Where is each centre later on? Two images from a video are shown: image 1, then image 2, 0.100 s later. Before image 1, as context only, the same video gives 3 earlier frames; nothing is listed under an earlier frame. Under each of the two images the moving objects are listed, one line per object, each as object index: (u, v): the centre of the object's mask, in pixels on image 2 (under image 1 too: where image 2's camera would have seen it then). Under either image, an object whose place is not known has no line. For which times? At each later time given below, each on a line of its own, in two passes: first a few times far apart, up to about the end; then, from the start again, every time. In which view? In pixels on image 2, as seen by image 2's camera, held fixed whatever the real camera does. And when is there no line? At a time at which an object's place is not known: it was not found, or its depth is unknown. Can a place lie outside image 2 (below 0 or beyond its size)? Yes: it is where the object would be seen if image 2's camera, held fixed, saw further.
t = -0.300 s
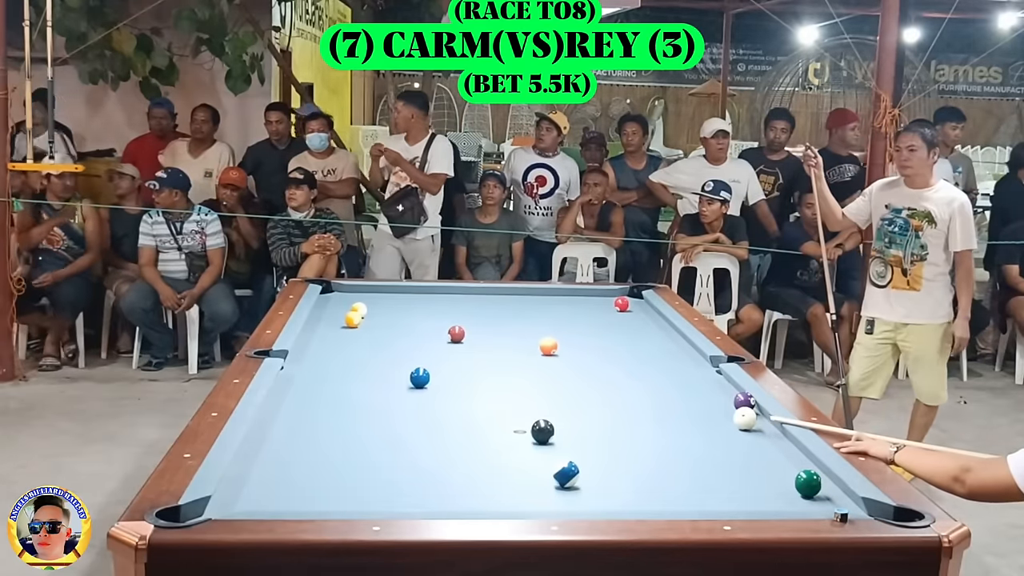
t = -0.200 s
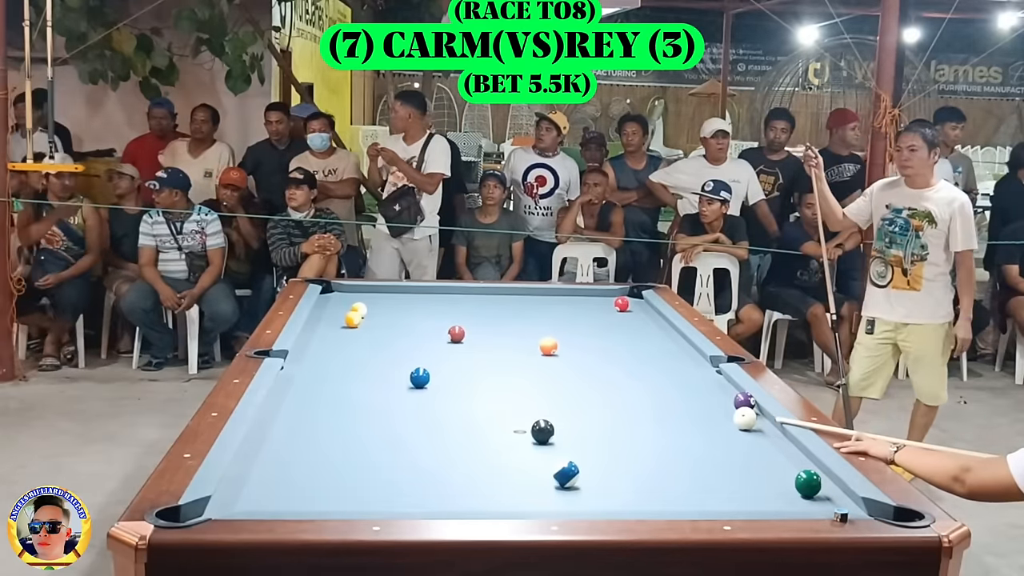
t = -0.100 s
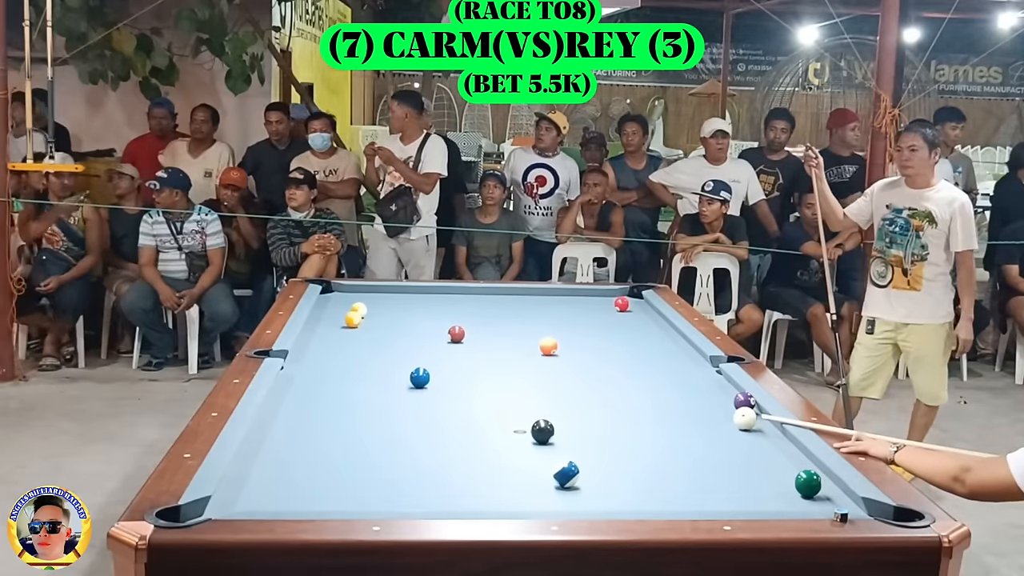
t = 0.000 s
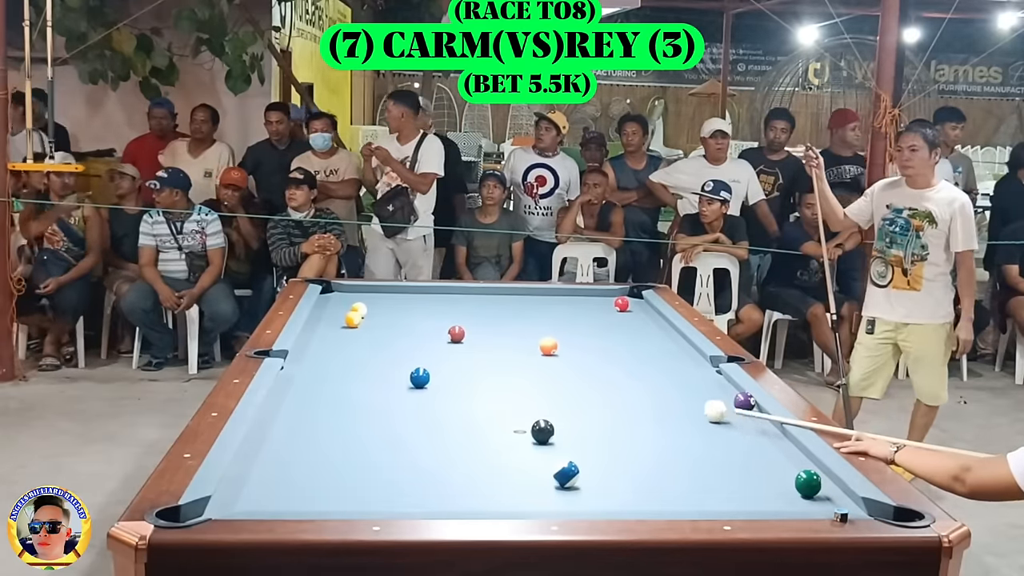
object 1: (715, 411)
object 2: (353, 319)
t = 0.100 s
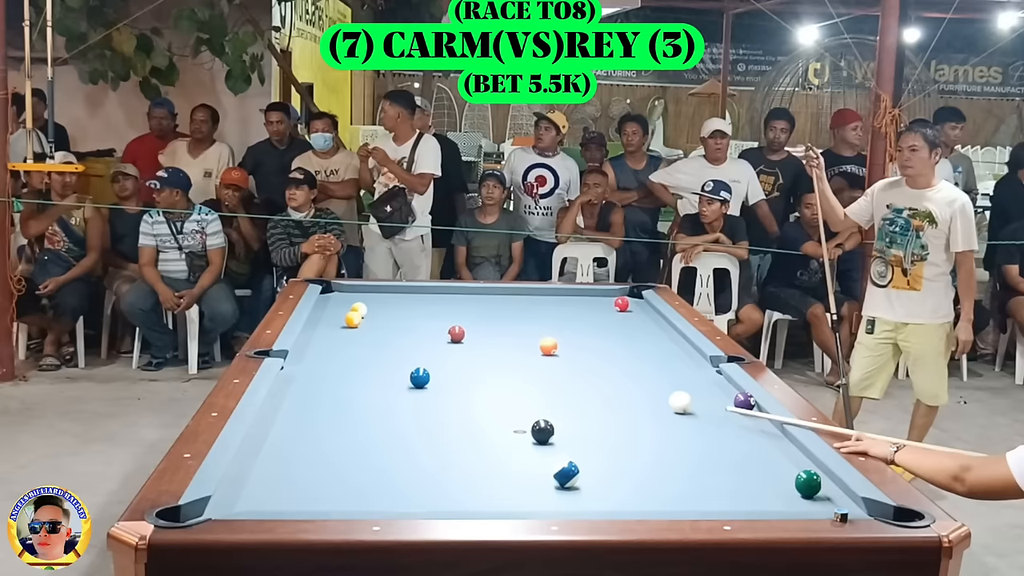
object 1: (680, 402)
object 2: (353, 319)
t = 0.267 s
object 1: (627, 389)
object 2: (353, 319)
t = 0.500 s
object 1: (560, 372)
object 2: (353, 319)
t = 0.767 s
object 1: (492, 356)
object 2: (353, 319)
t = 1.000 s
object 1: (443, 343)
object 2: (353, 319)
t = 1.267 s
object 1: (389, 329)
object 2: (353, 319)
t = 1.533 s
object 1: (360, 321)
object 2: (338, 315)
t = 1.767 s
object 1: (350, 319)
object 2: (321, 310)
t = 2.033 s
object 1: (342, 317)
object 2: (337, 305)
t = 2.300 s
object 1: (333, 315)
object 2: (351, 302)
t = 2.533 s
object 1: (328, 314)
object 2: (365, 299)
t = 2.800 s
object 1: (322, 312)
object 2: (376, 298)
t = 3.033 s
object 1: (319, 311)
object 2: (386, 296)
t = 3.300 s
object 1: (320, 311)
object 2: (395, 294)
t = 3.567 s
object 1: (322, 311)
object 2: (404, 292)
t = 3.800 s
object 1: (322, 311)
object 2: (411, 291)
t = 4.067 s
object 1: (322, 311)
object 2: (418, 289)
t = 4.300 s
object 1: (322, 311)
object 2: (423, 289)
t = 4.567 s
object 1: (322, 311)
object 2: (426, 289)
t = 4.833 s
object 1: (322, 311)
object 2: (429, 290)
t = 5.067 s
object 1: (322, 311)
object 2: (429, 290)
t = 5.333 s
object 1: (322, 311)
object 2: (429, 290)
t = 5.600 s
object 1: (322, 311)
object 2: (429, 290)
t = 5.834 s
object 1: (322, 311)
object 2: (429, 290)
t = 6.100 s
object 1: (322, 310)
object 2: (429, 290)
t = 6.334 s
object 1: (322, 311)
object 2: (429, 290)
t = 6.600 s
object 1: (322, 311)
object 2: (429, 290)
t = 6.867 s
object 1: (322, 311)
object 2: (429, 290)
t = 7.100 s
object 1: (322, 311)
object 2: (429, 290)
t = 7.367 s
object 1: (322, 311)
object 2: (429, 290)
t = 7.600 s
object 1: (322, 311)
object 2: (429, 290)
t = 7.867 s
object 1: (322, 310)
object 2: (429, 289)
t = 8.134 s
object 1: (322, 311)
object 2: (429, 290)
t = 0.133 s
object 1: (670, 399)
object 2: (353, 319)
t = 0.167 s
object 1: (659, 397)
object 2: (353, 319)
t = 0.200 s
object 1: (648, 394)
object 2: (353, 319)
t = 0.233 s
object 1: (638, 391)
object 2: (353, 319)
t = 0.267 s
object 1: (627, 389)
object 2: (353, 319)
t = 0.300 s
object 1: (617, 386)
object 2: (353, 319)
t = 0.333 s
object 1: (607, 384)
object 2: (353, 319)
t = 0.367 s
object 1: (597, 381)
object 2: (353, 319)
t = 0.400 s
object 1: (587, 379)
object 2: (353, 319)
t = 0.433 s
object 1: (578, 377)
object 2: (353, 319)
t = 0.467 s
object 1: (569, 374)
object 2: (353, 319)
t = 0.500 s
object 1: (560, 372)
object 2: (353, 319)
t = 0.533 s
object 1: (550, 369)
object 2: (353, 319)
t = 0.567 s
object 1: (542, 367)
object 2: (353, 319)
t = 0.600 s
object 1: (533, 366)
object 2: (353, 319)
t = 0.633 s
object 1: (524, 363)
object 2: (353, 319)
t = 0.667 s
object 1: (516, 361)
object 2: (353, 319)
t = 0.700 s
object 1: (508, 359)
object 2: (353, 319)
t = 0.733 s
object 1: (500, 357)
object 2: (353, 319)
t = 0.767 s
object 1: (492, 356)
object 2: (353, 319)
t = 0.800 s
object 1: (483, 354)
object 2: (353, 319)
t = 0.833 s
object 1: (476, 351)
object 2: (353, 319)
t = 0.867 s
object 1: (473, 351)
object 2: (353, 319)
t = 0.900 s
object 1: (465, 348)
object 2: (353, 319)
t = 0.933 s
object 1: (457, 346)
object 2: (353, 319)
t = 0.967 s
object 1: (450, 344)
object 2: (353, 319)
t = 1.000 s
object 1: (443, 343)
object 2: (353, 319)
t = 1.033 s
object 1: (436, 341)
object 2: (353, 319)
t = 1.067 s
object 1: (430, 339)
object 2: (353, 319)
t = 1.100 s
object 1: (422, 337)
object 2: (353, 319)
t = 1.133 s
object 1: (415, 336)
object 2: (353, 319)
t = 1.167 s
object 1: (408, 334)
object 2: (353, 319)
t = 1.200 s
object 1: (402, 332)
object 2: (353, 319)
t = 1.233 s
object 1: (396, 331)
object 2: (353, 319)
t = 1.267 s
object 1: (389, 329)
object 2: (353, 319)
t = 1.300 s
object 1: (383, 328)
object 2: (353, 319)
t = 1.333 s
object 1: (377, 326)
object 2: (353, 319)
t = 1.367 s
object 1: (371, 324)
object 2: (353, 319)
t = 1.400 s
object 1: (366, 322)
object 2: (352, 319)
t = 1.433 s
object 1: (362, 322)
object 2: (349, 318)
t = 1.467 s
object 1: (361, 322)
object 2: (345, 317)
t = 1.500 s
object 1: (359, 322)
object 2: (341, 316)
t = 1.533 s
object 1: (360, 321)
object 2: (338, 315)
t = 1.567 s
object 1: (358, 321)
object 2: (334, 314)
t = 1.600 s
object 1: (357, 321)
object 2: (331, 314)
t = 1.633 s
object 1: (355, 320)
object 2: (327, 313)
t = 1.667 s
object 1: (354, 320)
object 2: (324, 312)
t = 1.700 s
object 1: (353, 320)
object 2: (321, 311)
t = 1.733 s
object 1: (351, 320)
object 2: (319, 310)
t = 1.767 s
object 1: (350, 319)
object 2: (321, 310)
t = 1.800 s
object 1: (349, 319)
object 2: (323, 309)
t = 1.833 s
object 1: (348, 318)
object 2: (325, 309)
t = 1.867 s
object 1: (347, 318)
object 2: (327, 308)
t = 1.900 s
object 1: (346, 318)
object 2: (330, 308)
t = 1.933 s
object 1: (344, 318)
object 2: (332, 307)
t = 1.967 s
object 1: (343, 317)
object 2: (333, 306)
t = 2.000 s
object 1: (343, 317)
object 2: (335, 305)
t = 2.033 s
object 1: (342, 317)
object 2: (337, 305)
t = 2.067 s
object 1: (340, 316)
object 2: (339, 304)
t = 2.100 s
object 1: (340, 316)
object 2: (342, 303)
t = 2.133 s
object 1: (338, 316)
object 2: (344, 304)
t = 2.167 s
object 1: (337, 316)
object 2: (346, 303)
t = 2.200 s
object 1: (337, 315)
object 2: (347, 304)
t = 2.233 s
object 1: (336, 315)
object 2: (348, 303)
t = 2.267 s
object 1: (335, 315)
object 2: (350, 303)
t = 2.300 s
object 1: (333, 315)
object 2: (351, 302)
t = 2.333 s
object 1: (333, 315)
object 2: (352, 301)
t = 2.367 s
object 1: (332, 314)
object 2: (354, 301)
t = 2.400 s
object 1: (331, 314)
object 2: (357, 300)
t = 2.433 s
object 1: (330, 314)
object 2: (359, 299)
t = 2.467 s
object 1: (330, 314)
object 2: (361, 298)
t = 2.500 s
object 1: (329, 314)
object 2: (364, 299)
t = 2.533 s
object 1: (328, 314)
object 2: (365, 299)
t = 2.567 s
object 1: (328, 313)
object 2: (367, 299)
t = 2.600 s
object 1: (327, 313)
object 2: (368, 299)
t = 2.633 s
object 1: (326, 313)
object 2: (369, 299)
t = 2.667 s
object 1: (325, 313)
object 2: (371, 299)
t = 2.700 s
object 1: (324, 313)
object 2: (372, 299)
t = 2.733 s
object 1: (323, 313)
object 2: (373, 298)
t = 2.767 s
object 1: (323, 312)
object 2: (375, 298)
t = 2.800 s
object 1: (322, 312)
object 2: (376, 298)
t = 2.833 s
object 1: (322, 312)
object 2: (377, 297)
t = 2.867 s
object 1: (321, 312)
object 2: (379, 297)
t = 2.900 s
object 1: (321, 311)
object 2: (380, 297)
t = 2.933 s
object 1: (320, 311)
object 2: (382, 297)
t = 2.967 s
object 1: (320, 311)
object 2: (383, 296)
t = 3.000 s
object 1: (319, 311)
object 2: (384, 296)
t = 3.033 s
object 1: (319, 311)
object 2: (386, 296)
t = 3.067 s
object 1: (318, 311)
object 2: (387, 295)
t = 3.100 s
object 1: (319, 311)
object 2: (388, 295)
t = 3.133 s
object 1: (319, 311)
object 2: (389, 295)
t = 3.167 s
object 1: (319, 311)
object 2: (391, 295)
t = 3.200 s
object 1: (320, 311)
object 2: (392, 294)
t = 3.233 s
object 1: (320, 311)
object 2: (393, 294)
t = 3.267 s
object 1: (320, 311)
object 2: (394, 294)
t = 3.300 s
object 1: (320, 311)
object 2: (395, 294)
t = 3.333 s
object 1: (321, 311)
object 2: (397, 293)
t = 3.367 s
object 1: (321, 311)
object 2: (398, 293)
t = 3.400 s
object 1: (321, 311)
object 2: (399, 293)
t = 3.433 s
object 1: (321, 311)
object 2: (400, 293)
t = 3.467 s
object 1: (321, 311)
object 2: (401, 293)
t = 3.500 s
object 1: (321, 311)
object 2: (402, 292)
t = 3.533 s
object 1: (322, 311)
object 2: (403, 292)
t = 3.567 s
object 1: (322, 311)
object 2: (404, 292)
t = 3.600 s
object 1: (322, 311)
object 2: (405, 292)
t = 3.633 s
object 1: (322, 311)
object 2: (406, 292)
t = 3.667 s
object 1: (322, 311)
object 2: (407, 292)
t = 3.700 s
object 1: (322, 311)
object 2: (408, 291)
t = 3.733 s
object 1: (322, 311)
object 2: (409, 291)
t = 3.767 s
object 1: (322, 311)
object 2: (410, 291)
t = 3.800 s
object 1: (322, 311)
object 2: (411, 291)
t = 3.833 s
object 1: (322, 311)
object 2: (412, 291)
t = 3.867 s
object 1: (322, 311)
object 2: (413, 290)
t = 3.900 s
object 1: (322, 311)
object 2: (414, 290)
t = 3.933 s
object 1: (322, 311)
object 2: (415, 290)
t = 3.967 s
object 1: (322, 311)
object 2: (416, 290)
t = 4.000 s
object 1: (322, 311)
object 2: (417, 290)
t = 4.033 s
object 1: (322, 311)
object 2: (418, 289)
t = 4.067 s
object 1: (322, 311)
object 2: (418, 289)
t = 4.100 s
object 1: (322, 311)
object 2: (419, 289)
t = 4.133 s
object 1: (322, 311)
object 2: (420, 289)
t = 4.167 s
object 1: (322, 311)
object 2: (421, 289)
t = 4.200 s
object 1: (322, 311)
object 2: (421, 289)
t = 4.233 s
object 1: (322, 311)
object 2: (422, 289)
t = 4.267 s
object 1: (322, 311)
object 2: (422, 289)
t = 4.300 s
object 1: (322, 311)
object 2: (423, 289)
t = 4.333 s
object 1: (322, 311)
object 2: (423, 289)
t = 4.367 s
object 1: (322, 311)
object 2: (424, 289)
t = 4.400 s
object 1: (322, 311)
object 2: (424, 289)
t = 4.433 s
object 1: (322, 311)
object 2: (425, 289)
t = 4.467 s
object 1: (322, 311)
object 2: (425, 289)
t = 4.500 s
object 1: (322, 311)
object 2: (426, 289)
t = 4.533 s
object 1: (322, 311)
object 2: (426, 289)
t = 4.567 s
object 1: (322, 311)
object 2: (426, 289)
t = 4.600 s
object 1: (322, 311)
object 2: (427, 289)
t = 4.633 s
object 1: (322, 311)
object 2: (427, 289)
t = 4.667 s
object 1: (322, 311)
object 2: (427, 289)
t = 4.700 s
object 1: (322, 311)
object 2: (428, 289)
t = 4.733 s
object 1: (322, 311)
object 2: (428, 289)
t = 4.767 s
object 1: (322, 310)
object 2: (428, 290)
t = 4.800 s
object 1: (322, 311)
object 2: (428, 290)
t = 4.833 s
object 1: (322, 311)
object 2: (429, 290)
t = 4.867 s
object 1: (322, 310)
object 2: (429, 290)
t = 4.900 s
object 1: (322, 311)
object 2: (429, 290)
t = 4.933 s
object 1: (322, 310)
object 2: (429, 290)
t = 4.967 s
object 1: (322, 311)
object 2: (429, 290)
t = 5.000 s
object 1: (322, 311)
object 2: (429, 290)
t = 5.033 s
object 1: (322, 310)
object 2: (429, 290)
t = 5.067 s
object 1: (322, 311)
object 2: (429, 290)
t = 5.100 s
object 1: (322, 311)
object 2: (429, 290)
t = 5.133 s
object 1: (322, 310)
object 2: (429, 290)
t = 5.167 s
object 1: (322, 310)
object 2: (429, 290)
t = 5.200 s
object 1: (322, 311)
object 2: (429, 290)
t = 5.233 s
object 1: (322, 311)
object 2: (429, 290)
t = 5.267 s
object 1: (322, 311)
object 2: (429, 290)
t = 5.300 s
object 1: (322, 311)
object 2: (429, 290)
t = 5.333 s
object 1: (322, 311)
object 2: (429, 290)
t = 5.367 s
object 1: (322, 311)
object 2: (429, 290)
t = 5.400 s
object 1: (322, 311)
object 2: (429, 290)
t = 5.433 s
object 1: (322, 311)
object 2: (429, 290)
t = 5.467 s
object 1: (322, 311)
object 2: (429, 290)
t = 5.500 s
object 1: (322, 311)
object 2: (429, 290)
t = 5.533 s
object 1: (322, 311)
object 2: (429, 290)
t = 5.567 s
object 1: (322, 311)
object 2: (429, 290)
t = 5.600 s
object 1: (322, 311)
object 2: (429, 290)
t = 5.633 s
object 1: (322, 311)
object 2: (429, 290)
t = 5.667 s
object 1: (322, 311)
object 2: (429, 290)
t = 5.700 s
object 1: (322, 311)
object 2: (429, 290)
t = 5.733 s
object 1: (322, 311)
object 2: (429, 290)
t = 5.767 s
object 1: (322, 311)
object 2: (429, 290)
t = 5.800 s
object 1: (322, 310)
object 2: (429, 290)
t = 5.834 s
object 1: (322, 311)
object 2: (429, 290)
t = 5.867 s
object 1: (322, 311)
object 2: (429, 290)
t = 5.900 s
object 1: (322, 310)
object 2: (429, 290)
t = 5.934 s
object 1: (322, 310)
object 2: (429, 290)
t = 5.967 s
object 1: (322, 310)
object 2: (429, 290)
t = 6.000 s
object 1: (322, 310)
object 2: (429, 290)
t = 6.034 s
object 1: (322, 311)
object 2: (429, 290)
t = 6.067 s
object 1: (322, 311)
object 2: (429, 290)
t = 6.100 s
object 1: (322, 310)
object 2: (429, 290)
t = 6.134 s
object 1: (322, 311)
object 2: (429, 290)
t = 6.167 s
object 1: (322, 311)
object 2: (429, 290)
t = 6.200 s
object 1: (322, 310)
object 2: (429, 290)
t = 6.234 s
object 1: (322, 311)
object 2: (429, 290)
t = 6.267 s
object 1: (322, 311)
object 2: (429, 290)
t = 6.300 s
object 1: (322, 311)
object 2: (429, 290)
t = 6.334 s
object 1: (322, 311)
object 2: (429, 290)
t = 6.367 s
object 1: (322, 311)
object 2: (429, 290)
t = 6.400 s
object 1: (322, 311)
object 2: (429, 290)
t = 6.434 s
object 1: (322, 311)
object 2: (429, 290)
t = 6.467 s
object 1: (322, 311)
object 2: (429, 290)
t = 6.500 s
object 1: (322, 311)
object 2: (429, 290)
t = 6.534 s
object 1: (322, 311)
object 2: (429, 290)
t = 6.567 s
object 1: (322, 311)
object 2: (429, 290)
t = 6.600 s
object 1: (322, 311)
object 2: (429, 290)
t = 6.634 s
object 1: (322, 311)
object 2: (429, 290)
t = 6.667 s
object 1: (322, 311)
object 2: (429, 290)
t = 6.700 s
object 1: (322, 311)
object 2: (429, 290)
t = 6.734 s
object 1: (322, 311)
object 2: (429, 290)
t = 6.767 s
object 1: (322, 311)
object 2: (429, 290)
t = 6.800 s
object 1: (322, 311)
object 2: (429, 290)
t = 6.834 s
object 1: (322, 311)
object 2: (429, 290)
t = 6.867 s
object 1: (322, 311)
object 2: (429, 290)
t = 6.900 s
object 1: (322, 311)
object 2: (429, 290)
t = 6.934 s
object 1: (322, 311)
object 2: (429, 290)
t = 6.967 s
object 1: (322, 311)
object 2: (429, 290)
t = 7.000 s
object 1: (322, 311)
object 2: (429, 290)
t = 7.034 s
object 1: (322, 311)
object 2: (429, 290)
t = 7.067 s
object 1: (322, 311)
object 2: (429, 290)
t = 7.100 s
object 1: (322, 311)
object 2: (429, 290)
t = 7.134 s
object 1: (322, 311)
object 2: (429, 290)
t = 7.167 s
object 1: (322, 311)
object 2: (429, 290)
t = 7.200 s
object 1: (322, 311)
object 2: (429, 290)
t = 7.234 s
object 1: (322, 311)
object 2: (429, 290)
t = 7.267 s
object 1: (322, 311)
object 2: (429, 290)
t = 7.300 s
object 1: (322, 310)
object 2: (429, 290)
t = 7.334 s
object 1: (322, 310)
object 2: (429, 290)
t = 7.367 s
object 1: (322, 311)
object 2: (429, 290)
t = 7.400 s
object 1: (322, 311)
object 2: (429, 290)
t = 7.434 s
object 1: (322, 310)
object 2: (429, 290)
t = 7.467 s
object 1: (322, 311)
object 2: (429, 290)
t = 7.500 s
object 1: (322, 311)
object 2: (429, 290)
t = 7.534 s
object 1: (322, 311)
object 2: (429, 290)
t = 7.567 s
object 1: (322, 311)
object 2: (429, 290)
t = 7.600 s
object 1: (322, 311)
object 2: (429, 290)
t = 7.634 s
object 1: (322, 311)
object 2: (429, 290)
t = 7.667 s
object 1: (322, 311)
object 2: (429, 290)
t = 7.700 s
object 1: (322, 311)
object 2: (429, 290)
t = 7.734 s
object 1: (322, 311)
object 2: (429, 290)
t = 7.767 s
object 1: (322, 311)
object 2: (429, 290)
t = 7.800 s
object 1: (322, 311)
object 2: (429, 290)
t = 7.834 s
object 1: (322, 311)
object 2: (429, 290)
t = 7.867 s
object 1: (322, 310)
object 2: (429, 289)
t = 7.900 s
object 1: (322, 311)
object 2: (429, 290)
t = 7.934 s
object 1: (322, 311)
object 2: (429, 290)
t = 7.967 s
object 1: (322, 311)
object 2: (429, 290)
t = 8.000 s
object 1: (322, 311)
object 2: (429, 290)
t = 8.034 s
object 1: (322, 311)
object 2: (429, 290)
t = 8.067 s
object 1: (322, 311)
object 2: (429, 290)
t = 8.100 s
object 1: (322, 311)
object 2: (429, 290)
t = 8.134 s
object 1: (322, 311)
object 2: (429, 290)
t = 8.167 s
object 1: (322, 311)
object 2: (429, 290)
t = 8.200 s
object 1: (322, 311)
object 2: (429, 290)
